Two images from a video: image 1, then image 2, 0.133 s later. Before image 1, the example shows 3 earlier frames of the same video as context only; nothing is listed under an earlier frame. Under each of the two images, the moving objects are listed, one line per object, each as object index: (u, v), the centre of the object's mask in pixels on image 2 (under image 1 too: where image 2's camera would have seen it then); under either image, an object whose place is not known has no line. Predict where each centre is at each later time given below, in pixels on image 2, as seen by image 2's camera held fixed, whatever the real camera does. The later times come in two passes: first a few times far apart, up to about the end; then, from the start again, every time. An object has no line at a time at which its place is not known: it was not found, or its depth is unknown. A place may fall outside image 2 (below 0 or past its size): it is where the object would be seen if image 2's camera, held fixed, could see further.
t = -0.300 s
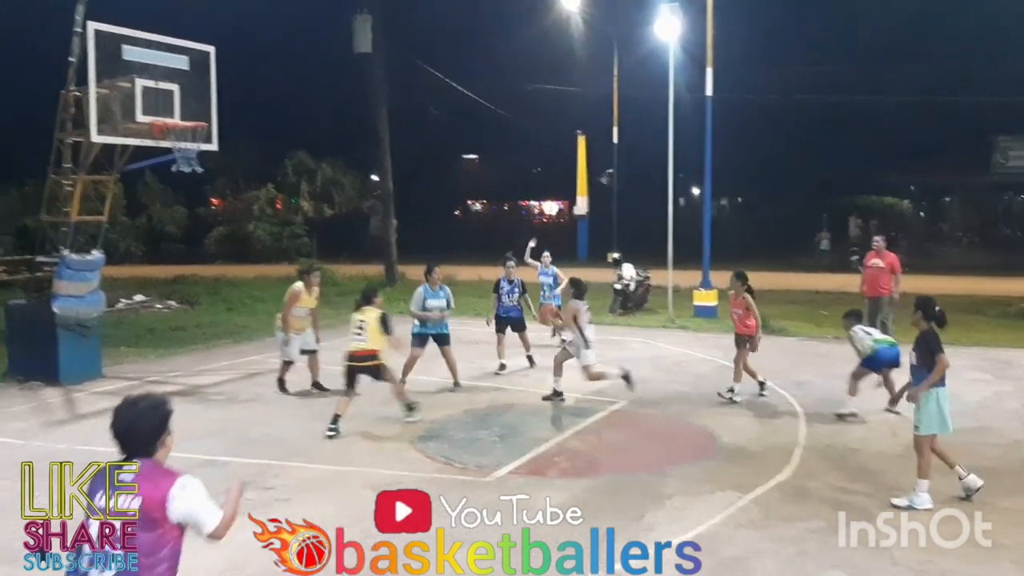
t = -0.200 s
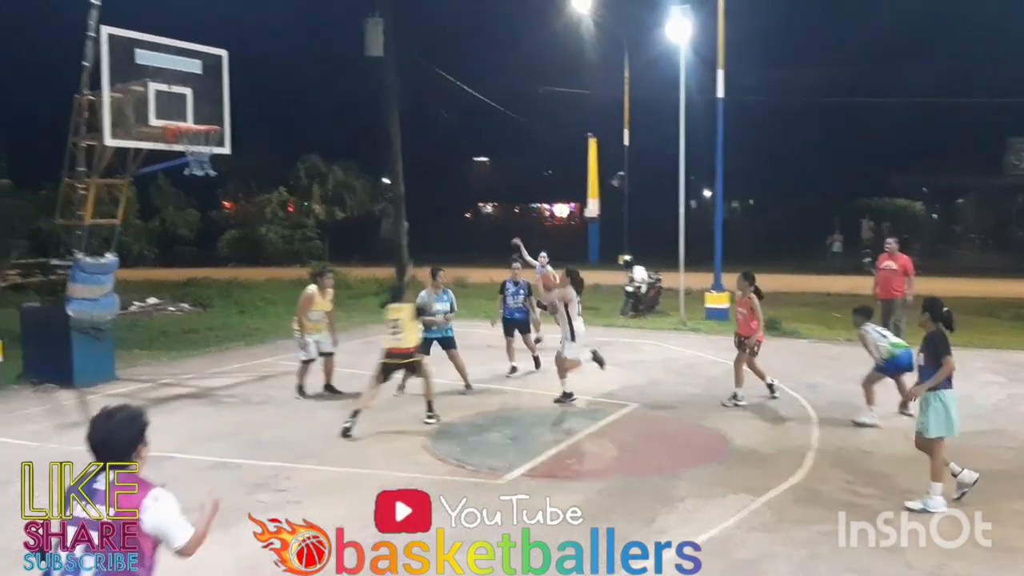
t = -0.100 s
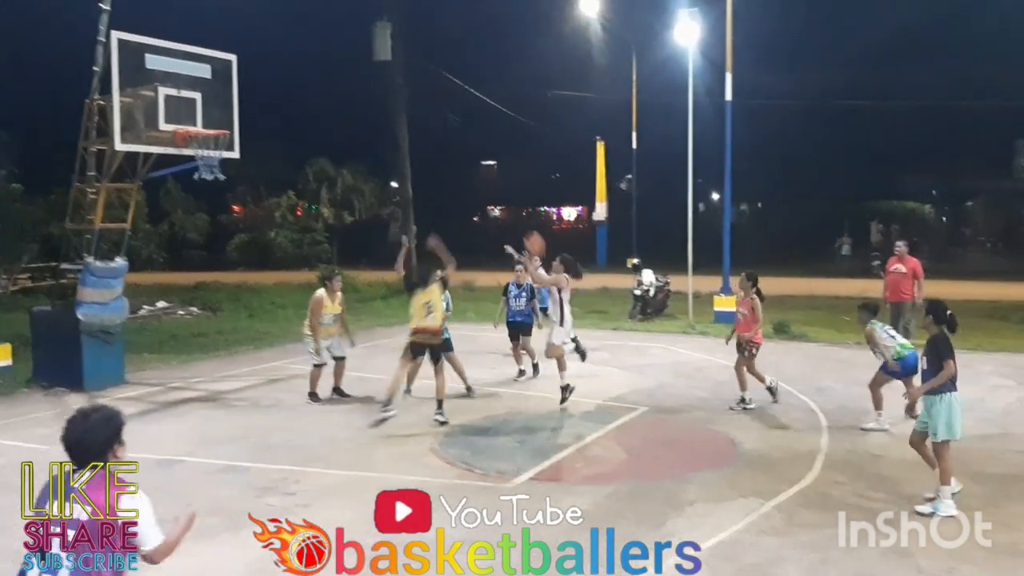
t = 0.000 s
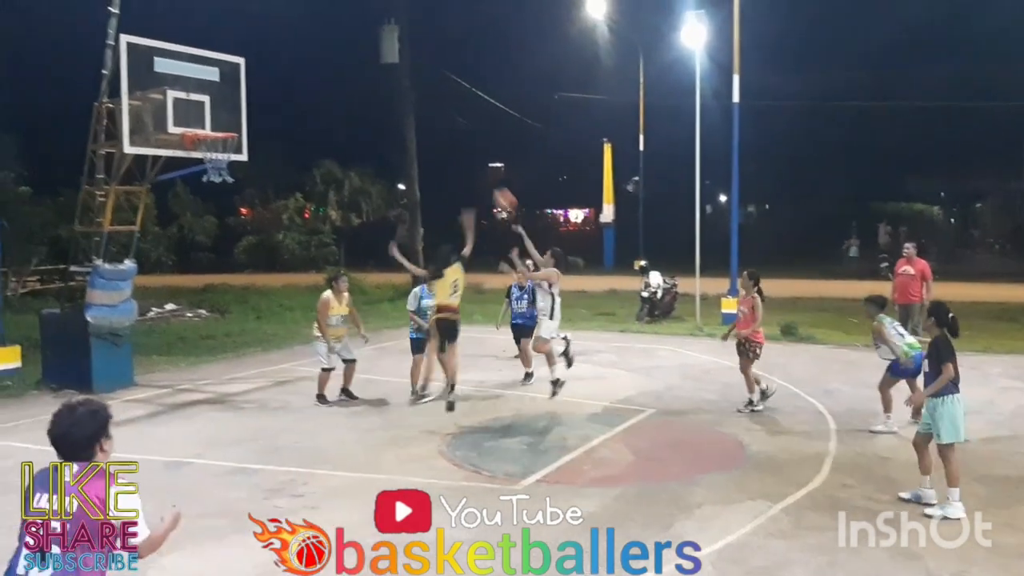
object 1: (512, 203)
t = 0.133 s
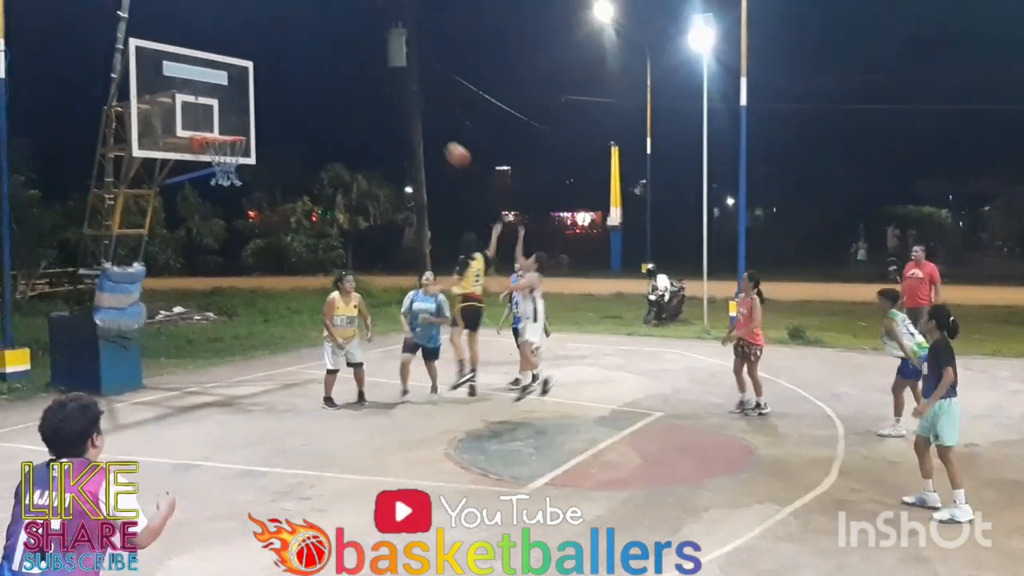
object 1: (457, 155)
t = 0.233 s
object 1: (416, 128)
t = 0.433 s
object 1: (337, 100)
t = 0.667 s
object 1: (246, 110)
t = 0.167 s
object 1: (444, 145)
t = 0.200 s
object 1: (431, 137)
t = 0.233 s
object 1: (416, 128)
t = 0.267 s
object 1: (403, 121)
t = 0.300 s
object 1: (390, 115)
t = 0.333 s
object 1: (377, 110)
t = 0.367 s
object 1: (364, 105)
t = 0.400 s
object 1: (349, 102)
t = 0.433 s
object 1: (337, 100)
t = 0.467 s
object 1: (323, 99)
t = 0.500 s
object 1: (310, 98)
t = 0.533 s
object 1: (297, 99)
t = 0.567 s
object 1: (285, 100)
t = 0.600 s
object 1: (272, 103)
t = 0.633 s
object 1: (260, 105)
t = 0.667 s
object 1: (246, 110)
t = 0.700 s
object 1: (235, 116)
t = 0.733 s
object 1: (224, 122)
